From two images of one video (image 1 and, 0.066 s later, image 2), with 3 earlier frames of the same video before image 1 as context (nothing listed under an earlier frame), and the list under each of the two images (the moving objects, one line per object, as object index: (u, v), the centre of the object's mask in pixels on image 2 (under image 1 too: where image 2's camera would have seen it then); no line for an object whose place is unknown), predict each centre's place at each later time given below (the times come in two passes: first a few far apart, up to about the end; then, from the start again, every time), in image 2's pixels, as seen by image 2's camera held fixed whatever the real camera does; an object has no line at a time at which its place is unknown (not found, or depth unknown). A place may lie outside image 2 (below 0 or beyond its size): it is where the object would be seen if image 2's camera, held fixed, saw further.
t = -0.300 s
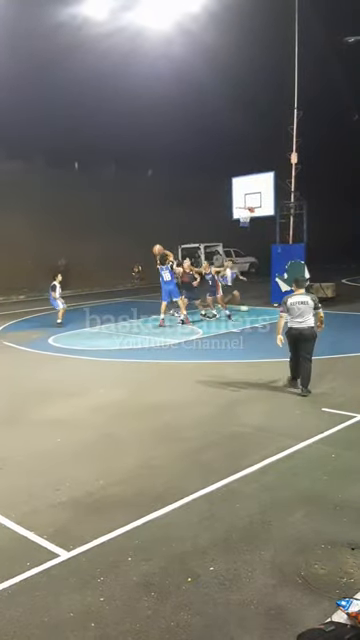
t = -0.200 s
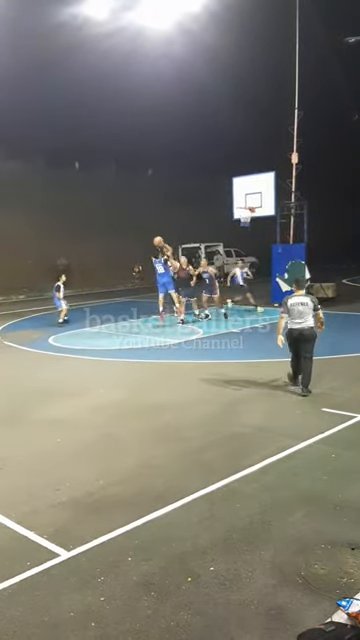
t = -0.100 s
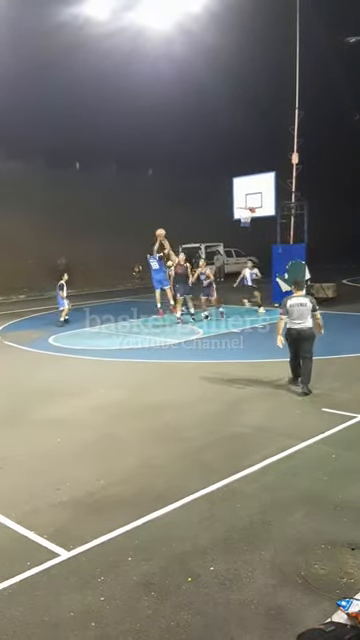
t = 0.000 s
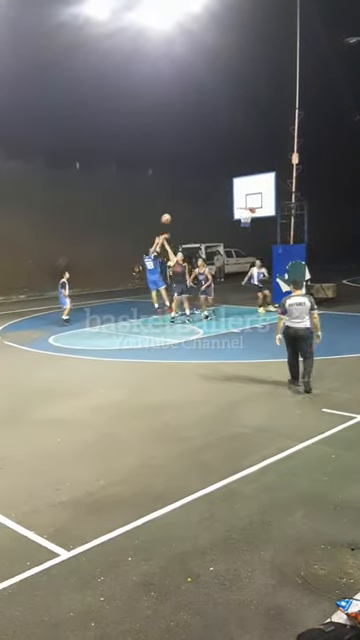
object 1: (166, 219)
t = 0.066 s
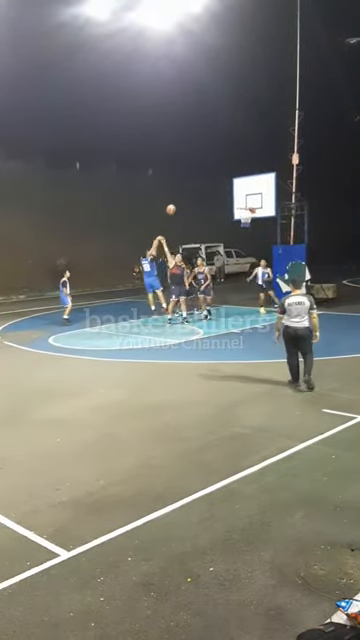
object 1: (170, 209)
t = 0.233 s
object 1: (182, 193)
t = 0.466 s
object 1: (200, 188)
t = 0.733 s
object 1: (219, 207)
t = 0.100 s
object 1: (173, 205)
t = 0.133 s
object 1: (175, 202)
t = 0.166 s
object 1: (178, 198)
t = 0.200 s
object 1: (180, 196)
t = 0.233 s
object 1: (182, 193)
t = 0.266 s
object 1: (185, 191)
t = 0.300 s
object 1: (187, 189)
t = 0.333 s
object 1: (190, 188)
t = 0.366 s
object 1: (192, 188)
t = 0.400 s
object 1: (195, 187)
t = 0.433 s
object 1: (197, 188)
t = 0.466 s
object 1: (200, 188)
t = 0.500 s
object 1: (202, 189)
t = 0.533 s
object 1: (205, 191)
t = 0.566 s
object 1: (207, 193)
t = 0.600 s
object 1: (209, 195)
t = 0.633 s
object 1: (212, 197)
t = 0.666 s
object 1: (214, 200)
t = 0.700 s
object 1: (217, 204)
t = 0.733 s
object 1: (219, 207)
